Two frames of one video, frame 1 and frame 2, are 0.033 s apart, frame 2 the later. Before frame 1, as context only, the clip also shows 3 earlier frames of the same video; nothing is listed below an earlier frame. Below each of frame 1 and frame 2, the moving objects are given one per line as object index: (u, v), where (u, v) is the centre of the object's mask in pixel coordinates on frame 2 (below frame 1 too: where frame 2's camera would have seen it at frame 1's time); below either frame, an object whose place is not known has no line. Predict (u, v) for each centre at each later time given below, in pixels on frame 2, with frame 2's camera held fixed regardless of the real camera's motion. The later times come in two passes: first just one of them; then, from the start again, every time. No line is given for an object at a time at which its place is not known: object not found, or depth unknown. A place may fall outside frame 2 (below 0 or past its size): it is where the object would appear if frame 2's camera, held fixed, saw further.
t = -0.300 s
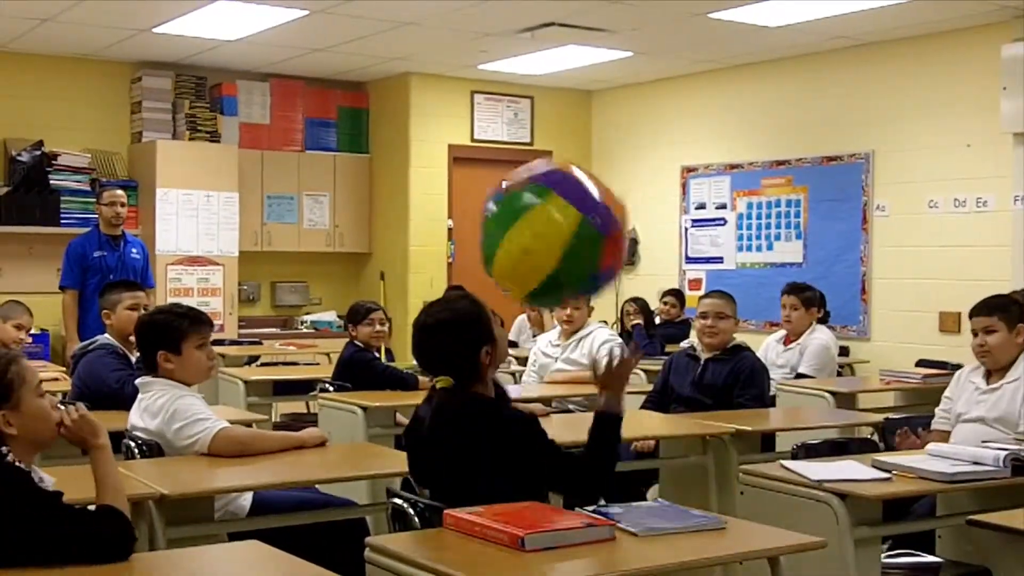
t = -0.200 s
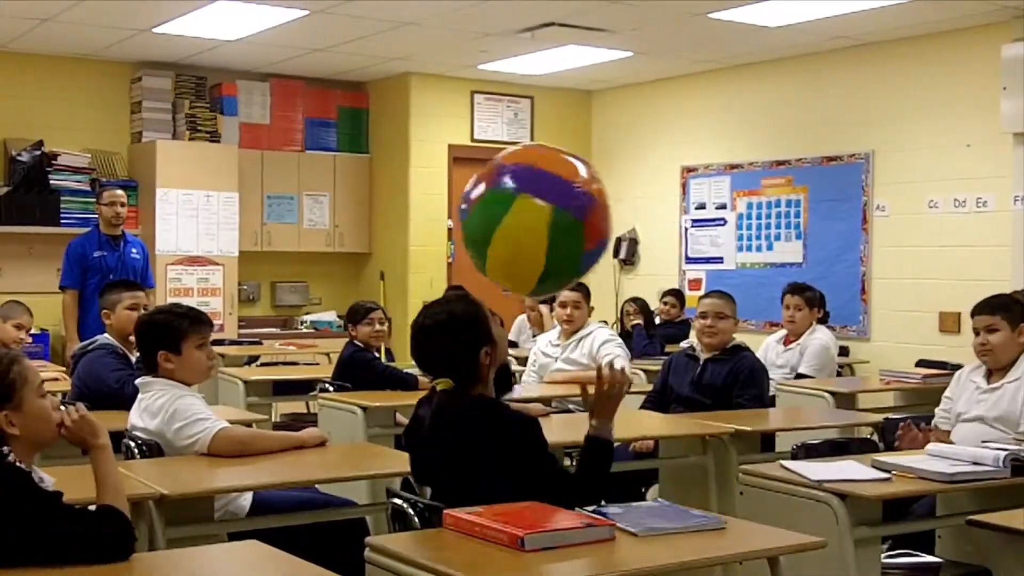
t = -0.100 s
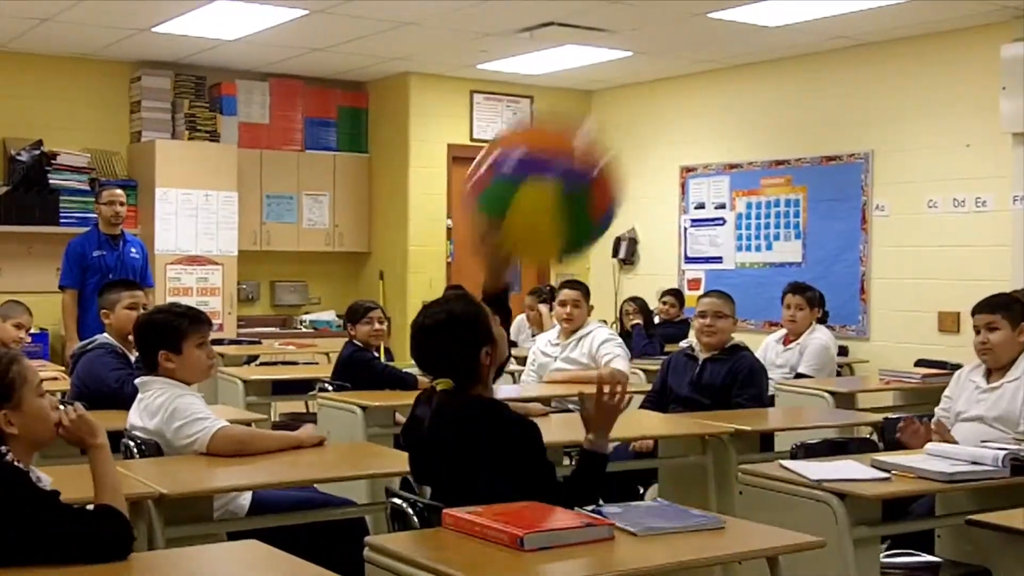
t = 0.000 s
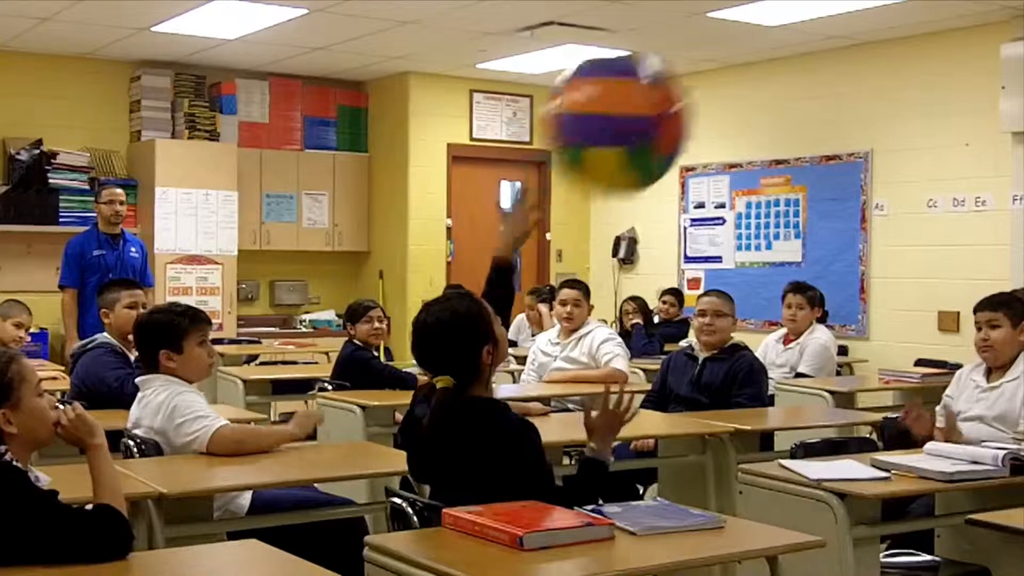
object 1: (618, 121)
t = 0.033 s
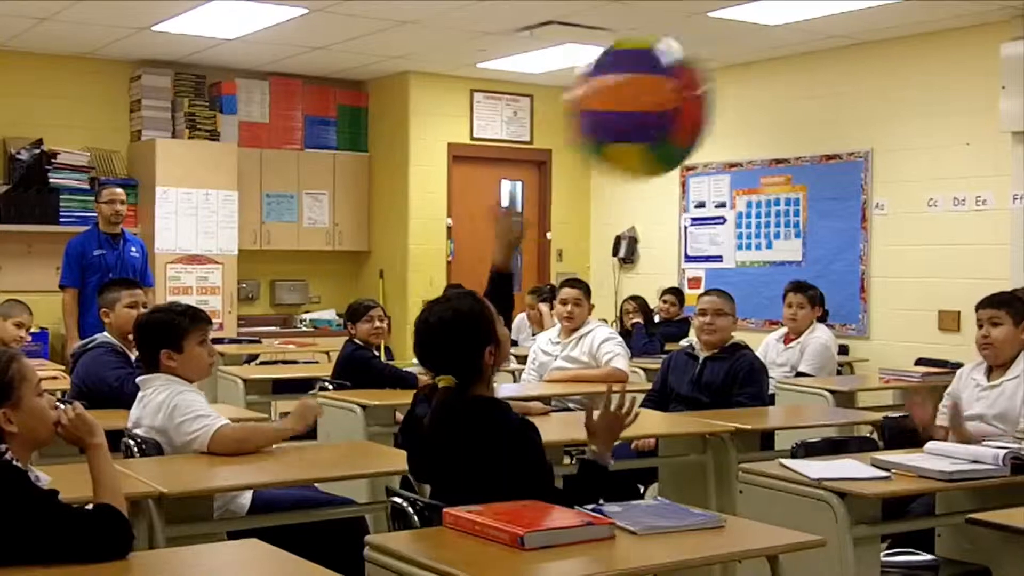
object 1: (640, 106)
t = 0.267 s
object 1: (772, 100)
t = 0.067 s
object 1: (664, 96)
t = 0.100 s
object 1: (683, 89)
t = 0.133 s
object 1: (701, 85)
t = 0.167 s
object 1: (720, 85)
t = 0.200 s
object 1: (737, 88)
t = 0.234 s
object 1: (755, 92)
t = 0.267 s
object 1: (772, 100)
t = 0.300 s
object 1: (788, 111)
